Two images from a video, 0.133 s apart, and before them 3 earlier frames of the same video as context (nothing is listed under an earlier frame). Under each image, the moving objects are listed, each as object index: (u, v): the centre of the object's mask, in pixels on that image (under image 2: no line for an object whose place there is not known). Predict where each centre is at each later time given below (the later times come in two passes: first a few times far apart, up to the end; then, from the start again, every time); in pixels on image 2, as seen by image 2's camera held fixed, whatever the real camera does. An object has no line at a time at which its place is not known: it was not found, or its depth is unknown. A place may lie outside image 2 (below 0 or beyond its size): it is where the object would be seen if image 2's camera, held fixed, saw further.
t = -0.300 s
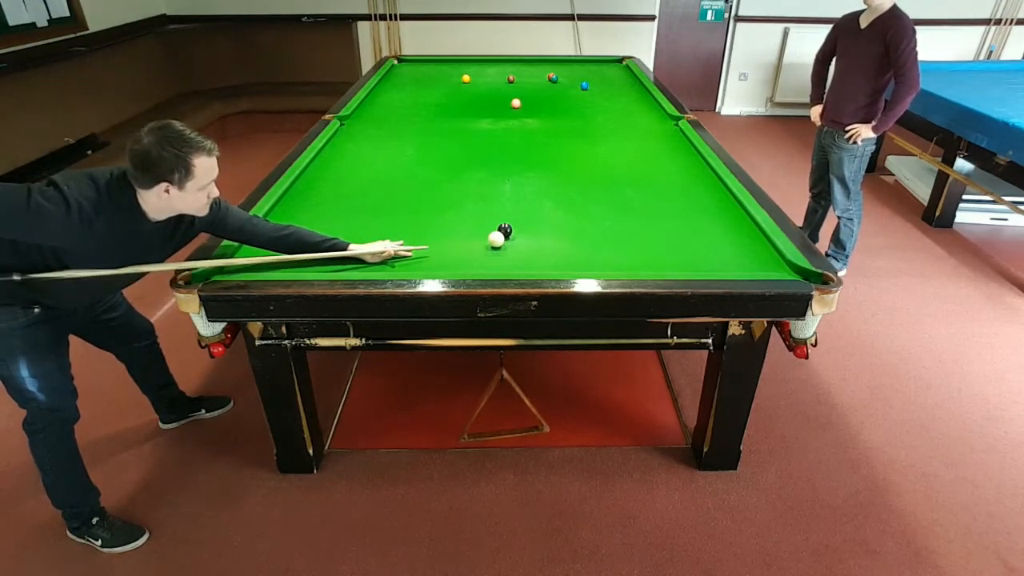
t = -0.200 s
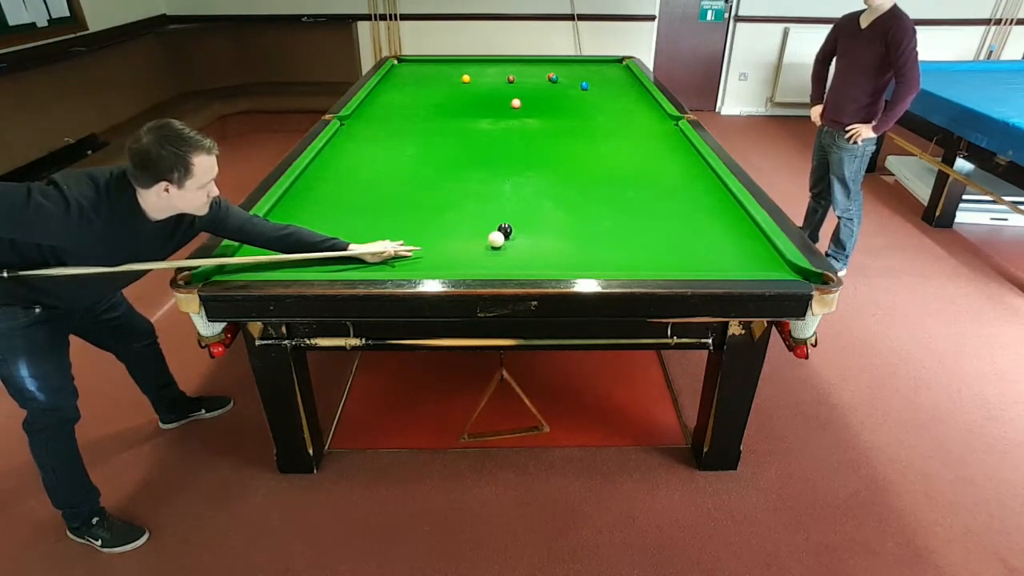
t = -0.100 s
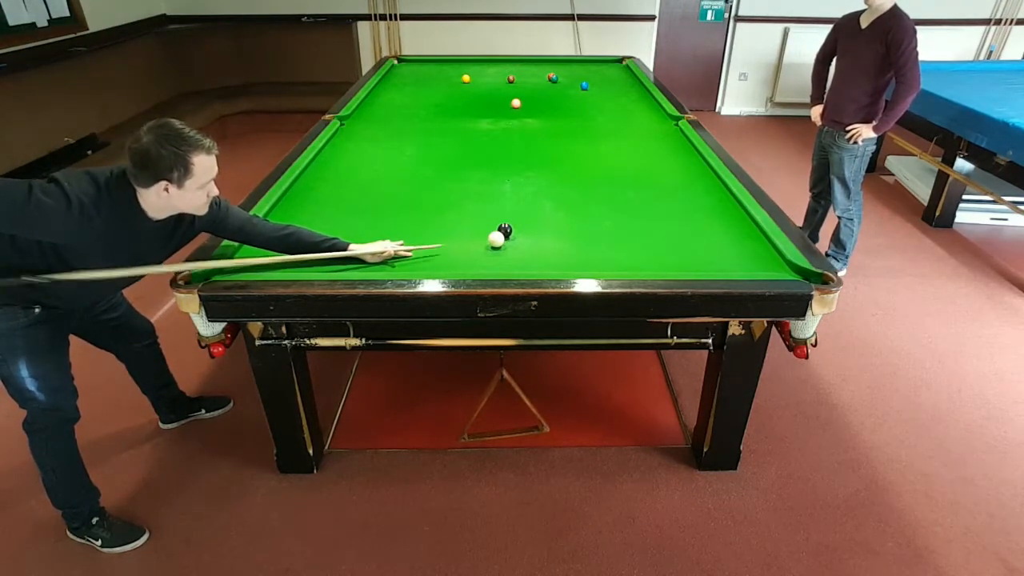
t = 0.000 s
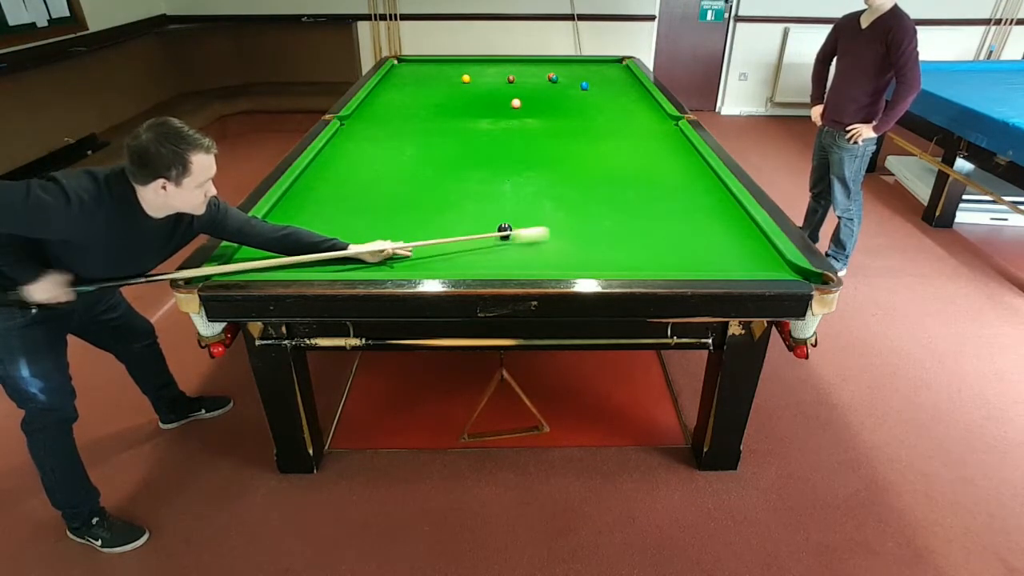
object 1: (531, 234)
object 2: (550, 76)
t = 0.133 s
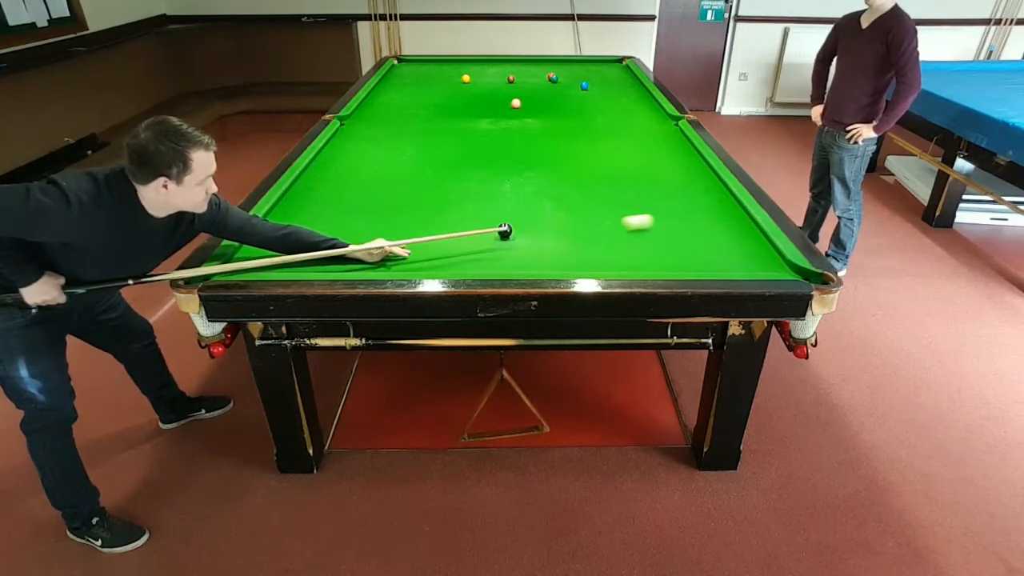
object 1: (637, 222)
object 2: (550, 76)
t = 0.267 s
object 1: (722, 211)
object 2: (550, 76)
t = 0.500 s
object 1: (634, 183)
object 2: (550, 76)
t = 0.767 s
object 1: (535, 156)
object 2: (550, 76)
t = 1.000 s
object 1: (464, 137)
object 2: (550, 76)
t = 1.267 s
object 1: (398, 120)
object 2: (550, 76)
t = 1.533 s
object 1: (372, 108)
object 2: (550, 76)
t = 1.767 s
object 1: (409, 101)
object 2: (550, 76)
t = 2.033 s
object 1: (445, 94)
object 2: (550, 76)
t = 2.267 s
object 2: (550, 76)
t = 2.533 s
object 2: (550, 76)
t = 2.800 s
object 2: (550, 76)
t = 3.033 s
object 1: (544, 76)
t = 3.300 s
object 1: (546, 75)
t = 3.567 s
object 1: (549, 73)
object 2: (590, 73)
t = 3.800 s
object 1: (550, 71)
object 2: (603, 72)
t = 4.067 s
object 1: (552, 70)
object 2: (615, 71)
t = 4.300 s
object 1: (553, 69)
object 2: (625, 70)
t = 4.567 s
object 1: (554, 68)
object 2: (622, 68)
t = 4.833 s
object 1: (555, 67)
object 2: (614, 68)
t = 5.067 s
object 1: (555, 67)
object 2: (608, 67)
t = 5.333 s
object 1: (555, 66)
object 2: (602, 66)
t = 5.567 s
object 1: (555, 66)
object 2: (597, 66)
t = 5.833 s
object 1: (555, 66)
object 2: (593, 65)
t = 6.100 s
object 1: (555, 66)
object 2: (589, 65)
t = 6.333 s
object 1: (555, 66)
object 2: (587, 65)
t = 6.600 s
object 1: (555, 66)
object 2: (585, 65)
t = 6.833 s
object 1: (555, 66)
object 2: (584, 64)
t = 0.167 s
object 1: (661, 219)
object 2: (550, 76)
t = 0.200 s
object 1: (682, 216)
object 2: (550, 76)
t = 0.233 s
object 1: (703, 214)
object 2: (550, 76)
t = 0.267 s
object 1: (722, 211)
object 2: (550, 76)
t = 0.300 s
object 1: (737, 208)
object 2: (550, 76)
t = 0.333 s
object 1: (721, 204)
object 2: (550, 76)
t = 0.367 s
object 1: (701, 199)
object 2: (550, 76)
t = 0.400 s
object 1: (683, 195)
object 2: (550, 76)
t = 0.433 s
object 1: (665, 191)
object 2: (550, 76)
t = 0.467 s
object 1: (649, 187)
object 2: (550, 76)
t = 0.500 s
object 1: (634, 183)
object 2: (550, 76)
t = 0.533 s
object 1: (621, 179)
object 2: (550, 76)
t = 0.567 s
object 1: (607, 176)
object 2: (550, 76)
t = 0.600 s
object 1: (594, 172)
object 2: (550, 76)
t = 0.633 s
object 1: (582, 168)
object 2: (550, 76)
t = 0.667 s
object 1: (570, 165)
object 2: (550, 76)
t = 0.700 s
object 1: (558, 162)
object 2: (550, 76)
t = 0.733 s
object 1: (546, 159)
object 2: (550, 76)
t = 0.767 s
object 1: (535, 156)
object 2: (550, 76)
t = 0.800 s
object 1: (524, 153)
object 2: (550, 76)
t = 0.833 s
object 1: (513, 150)
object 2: (550, 76)
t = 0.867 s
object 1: (503, 148)
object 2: (550, 76)
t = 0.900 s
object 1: (493, 145)
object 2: (550, 76)
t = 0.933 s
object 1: (483, 142)
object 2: (550, 76)
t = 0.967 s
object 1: (474, 140)
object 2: (550, 76)
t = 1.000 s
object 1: (464, 137)
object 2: (550, 76)
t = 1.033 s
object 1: (455, 135)
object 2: (550, 76)
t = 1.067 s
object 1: (446, 133)
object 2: (550, 76)
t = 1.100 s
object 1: (437, 130)
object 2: (550, 76)
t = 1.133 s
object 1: (429, 128)
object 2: (550, 76)
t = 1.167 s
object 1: (421, 126)
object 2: (550, 76)
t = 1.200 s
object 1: (413, 124)
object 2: (550, 76)
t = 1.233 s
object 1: (405, 122)
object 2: (550, 76)
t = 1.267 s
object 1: (398, 120)
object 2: (550, 76)
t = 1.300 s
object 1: (390, 118)
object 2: (550, 76)
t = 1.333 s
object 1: (383, 117)
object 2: (550, 76)
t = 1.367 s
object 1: (376, 114)
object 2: (550, 76)
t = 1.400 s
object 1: (368, 113)
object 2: (550, 76)
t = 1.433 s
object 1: (362, 111)
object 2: (550, 76)
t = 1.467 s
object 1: (359, 109)
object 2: (550, 76)
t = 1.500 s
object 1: (365, 108)
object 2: (550, 76)
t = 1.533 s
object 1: (372, 108)
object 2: (550, 76)
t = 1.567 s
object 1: (378, 107)
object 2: (550, 76)
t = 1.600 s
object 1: (384, 106)
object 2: (550, 76)
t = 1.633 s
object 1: (389, 104)
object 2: (550, 76)
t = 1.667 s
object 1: (394, 104)
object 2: (550, 76)
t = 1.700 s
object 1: (399, 103)
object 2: (550, 76)
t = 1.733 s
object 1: (404, 102)
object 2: (550, 76)
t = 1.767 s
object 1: (409, 101)
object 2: (550, 76)
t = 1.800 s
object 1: (414, 100)
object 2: (550, 76)
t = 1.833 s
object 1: (418, 99)
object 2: (550, 76)
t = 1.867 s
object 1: (423, 98)
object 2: (550, 76)
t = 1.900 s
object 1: (427, 97)
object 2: (550, 76)
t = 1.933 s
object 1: (431, 95)
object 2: (550, 76)
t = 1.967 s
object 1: (436, 94)
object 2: (550, 76)
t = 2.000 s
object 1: (440, 94)
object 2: (550, 76)
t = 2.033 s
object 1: (445, 94)
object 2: (550, 76)
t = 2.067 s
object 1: (449, 93)
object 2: (550, 76)
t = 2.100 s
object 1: (454, 93)
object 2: (550, 76)
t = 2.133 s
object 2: (550, 76)
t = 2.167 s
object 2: (550, 76)
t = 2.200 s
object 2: (550, 76)
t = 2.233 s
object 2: (550, 76)
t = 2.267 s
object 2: (550, 76)
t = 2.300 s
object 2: (550, 76)
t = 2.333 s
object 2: (550, 76)
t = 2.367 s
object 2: (550, 76)
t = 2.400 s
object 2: (550, 76)
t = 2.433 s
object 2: (550, 76)
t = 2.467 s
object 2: (550, 76)
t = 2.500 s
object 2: (550, 76)
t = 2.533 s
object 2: (550, 76)
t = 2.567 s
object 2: (550, 76)
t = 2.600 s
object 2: (550, 76)
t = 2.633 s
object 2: (550, 76)
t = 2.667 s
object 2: (550, 76)
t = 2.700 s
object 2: (550, 76)
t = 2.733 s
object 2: (550, 76)
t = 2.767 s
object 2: (550, 76)
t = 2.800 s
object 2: (550, 76)
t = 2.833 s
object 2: (550, 75)
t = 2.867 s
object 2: (550, 75)
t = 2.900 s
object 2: (550, 76)
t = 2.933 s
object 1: (544, 77)
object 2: (551, 75)
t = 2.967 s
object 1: (544, 77)
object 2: (553, 74)
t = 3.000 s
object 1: (544, 77)
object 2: (558, 74)
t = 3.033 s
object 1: (544, 76)
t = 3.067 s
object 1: (544, 76)
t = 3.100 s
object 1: (545, 76)
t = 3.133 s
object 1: (545, 76)
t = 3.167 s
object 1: (545, 76)
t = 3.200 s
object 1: (546, 76)
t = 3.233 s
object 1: (546, 75)
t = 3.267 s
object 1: (546, 75)
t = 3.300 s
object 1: (546, 75)
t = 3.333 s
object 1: (547, 74)
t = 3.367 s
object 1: (547, 74)
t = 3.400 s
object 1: (547, 74)
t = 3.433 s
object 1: (547, 74)
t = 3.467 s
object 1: (548, 73)
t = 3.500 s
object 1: (548, 73)
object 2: (587, 72)
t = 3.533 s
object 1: (548, 73)
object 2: (588, 72)
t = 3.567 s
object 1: (549, 73)
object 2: (590, 73)
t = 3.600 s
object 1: (549, 72)
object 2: (592, 72)
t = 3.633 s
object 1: (549, 72)
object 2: (594, 72)
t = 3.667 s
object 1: (549, 72)
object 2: (596, 72)
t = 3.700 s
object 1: (549, 72)
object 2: (597, 71)
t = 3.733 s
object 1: (550, 72)
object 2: (599, 71)
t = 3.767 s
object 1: (550, 72)
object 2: (601, 72)
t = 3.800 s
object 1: (550, 71)
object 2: (603, 72)
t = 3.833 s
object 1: (550, 71)
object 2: (604, 71)
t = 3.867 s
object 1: (550, 71)
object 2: (606, 71)
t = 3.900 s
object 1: (551, 71)
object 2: (607, 71)
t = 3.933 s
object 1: (551, 71)
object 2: (609, 71)
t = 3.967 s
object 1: (551, 71)
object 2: (610, 71)
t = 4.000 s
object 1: (552, 70)
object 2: (612, 71)
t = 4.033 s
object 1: (552, 70)
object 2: (613, 70)
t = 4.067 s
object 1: (552, 70)
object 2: (615, 71)
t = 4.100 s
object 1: (552, 70)
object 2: (617, 71)
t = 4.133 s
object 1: (552, 70)
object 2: (618, 71)
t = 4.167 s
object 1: (552, 70)
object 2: (619, 70)
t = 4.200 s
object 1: (552, 69)
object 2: (621, 70)
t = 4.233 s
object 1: (552, 69)
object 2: (622, 70)
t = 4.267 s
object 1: (553, 69)
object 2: (624, 70)
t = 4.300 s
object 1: (553, 69)
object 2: (625, 70)
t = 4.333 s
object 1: (553, 69)
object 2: (626, 70)
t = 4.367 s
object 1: (553, 69)
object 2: (628, 70)
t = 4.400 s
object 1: (553, 69)
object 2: (628, 70)
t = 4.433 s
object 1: (553, 69)
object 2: (627, 69)
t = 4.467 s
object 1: (554, 69)
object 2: (625, 69)
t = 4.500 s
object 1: (554, 69)
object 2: (624, 69)
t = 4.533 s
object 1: (554, 68)
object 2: (623, 69)
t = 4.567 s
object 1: (554, 68)
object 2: (622, 68)
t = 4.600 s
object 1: (554, 68)
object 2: (621, 68)
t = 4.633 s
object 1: (554, 68)
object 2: (620, 68)
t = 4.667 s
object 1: (554, 68)
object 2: (619, 68)
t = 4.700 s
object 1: (554, 68)
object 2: (619, 68)
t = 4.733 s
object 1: (554, 68)
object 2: (617, 68)
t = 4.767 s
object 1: (555, 67)
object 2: (616, 68)
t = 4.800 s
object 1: (555, 67)
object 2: (616, 68)
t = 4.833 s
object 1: (555, 67)
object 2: (614, 68)
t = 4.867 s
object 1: (555, 67)
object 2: (614, 68)
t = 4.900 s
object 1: (555, 67)
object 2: (612, 68)
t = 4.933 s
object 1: (555, 67)
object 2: (611, 67)
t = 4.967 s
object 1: (555, 67)
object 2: (611, 67)
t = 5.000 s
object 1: (555, 67)
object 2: (609, 67)
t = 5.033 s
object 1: (555, 67)
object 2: (609, 67)
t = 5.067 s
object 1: (555, 67)
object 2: (608, 67)
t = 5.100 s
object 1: (555, 67)
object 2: (607, 67)
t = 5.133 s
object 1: (555, 67)
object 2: (606, 67)
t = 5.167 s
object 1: (555, 67)
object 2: (606, 67)
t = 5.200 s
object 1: (555, 67)
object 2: (605, 67)
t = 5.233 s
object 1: (555, 67)
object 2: (604, 67)
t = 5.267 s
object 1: (555, 67)
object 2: (603, 66)
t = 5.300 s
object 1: (555, 67)
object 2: (602, 66)
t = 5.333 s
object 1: (555, 66)
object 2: (602, 66)
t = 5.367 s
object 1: (555, 67)
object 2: (601, 66)
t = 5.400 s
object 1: (555, 66)
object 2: (600, 65)
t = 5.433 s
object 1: (555, 66)
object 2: (600, 66)
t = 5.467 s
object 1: (555, 66)
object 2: (598, 65)
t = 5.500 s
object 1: (555, 66)
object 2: (598, 65)
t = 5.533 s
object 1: (555, 66)
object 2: (597, 65)
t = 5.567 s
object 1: (555, 66)
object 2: (597, 66)
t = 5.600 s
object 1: (555, 66)
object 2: (596, 65)
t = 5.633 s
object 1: (555, 66)
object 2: (596, 65)
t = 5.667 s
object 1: (555, 66)
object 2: (595, 66)
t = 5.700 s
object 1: (555, 66)
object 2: (594, 65)
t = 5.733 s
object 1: (555, 66)
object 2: (594, 65)
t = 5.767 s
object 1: (555, 66)
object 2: (594, 65)
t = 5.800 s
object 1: (555, 66)
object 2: (593, 65)
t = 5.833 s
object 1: (555, 66)
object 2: (593, 65)
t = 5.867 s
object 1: (555, 66)
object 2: (592, 65)
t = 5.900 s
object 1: (555, 66)
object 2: (592, 65)
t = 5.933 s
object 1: (555, 66)
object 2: (591, 65)
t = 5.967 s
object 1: (555, 66)
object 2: (591, 65)
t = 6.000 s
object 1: (555, 66)
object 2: (590, 65)
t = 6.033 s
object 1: (555, 66)
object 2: (590, 65)
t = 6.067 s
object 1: (555, 66)
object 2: (589, 65)
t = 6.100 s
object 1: (555, 66)
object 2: (589, 65)
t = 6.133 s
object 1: (555, 66)
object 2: (589, 65)
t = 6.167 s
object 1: (555, 66)
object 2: (588, 65)
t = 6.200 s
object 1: (555, 66)
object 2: (588, 65)
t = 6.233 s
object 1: (555, 66)
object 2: (588, 65)
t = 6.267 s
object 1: (555, 66)
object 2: (587, 65)
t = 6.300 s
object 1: (555, 66)
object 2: (587, 65)
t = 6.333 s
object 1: (555, 66)
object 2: (587, 65)
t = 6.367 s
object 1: (555, 66)
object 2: (586, 65)
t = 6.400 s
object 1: (555, 66)
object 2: (586, 65)
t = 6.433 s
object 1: (555, 66)
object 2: (586, 65)
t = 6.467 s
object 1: (555, 66)
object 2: (586, 65)
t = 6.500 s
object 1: (555, 66)
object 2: (585, 65)
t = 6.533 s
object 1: (555, 66)
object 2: (585, 65)
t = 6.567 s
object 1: (555, 66)
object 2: (585, 65)
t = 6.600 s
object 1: (555, 66)
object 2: (585, 65)
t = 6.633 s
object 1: (555, 66)
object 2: (585, 65)
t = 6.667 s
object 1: (555, 66)
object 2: (584, 65)
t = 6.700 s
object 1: (555, 66)
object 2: (584, 64)
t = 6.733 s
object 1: (555, 66)
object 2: (584, 65)
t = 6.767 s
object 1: (555, 66)
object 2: (584, 64)
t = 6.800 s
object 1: (555, 66)
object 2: (584, 64)
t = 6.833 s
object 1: (555, 66)
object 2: (584, 64)
